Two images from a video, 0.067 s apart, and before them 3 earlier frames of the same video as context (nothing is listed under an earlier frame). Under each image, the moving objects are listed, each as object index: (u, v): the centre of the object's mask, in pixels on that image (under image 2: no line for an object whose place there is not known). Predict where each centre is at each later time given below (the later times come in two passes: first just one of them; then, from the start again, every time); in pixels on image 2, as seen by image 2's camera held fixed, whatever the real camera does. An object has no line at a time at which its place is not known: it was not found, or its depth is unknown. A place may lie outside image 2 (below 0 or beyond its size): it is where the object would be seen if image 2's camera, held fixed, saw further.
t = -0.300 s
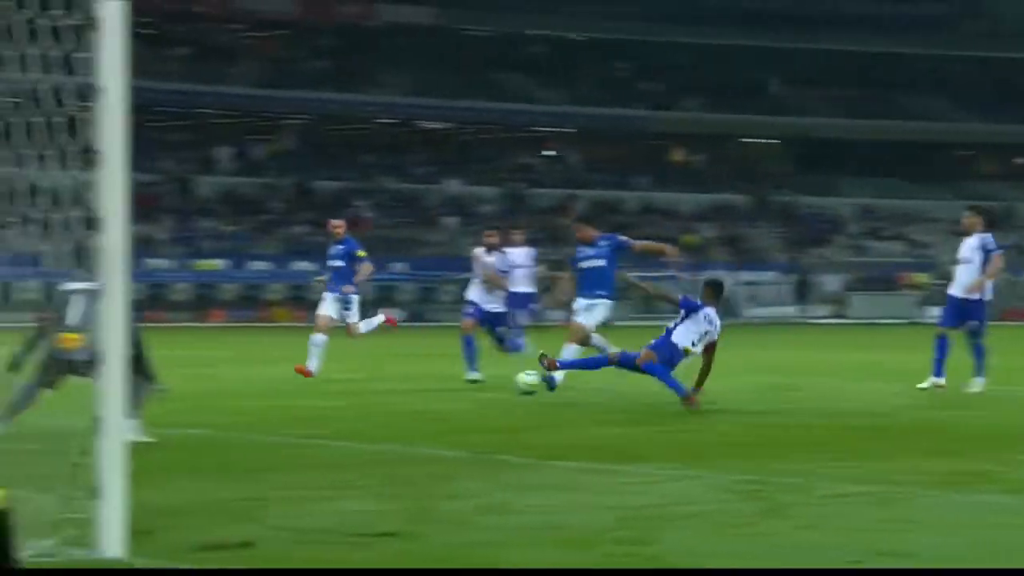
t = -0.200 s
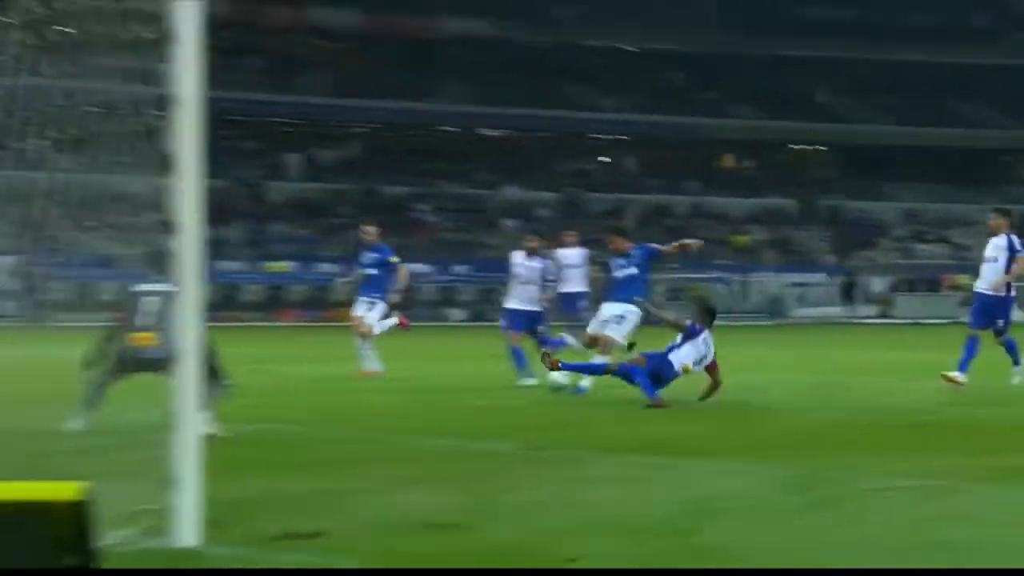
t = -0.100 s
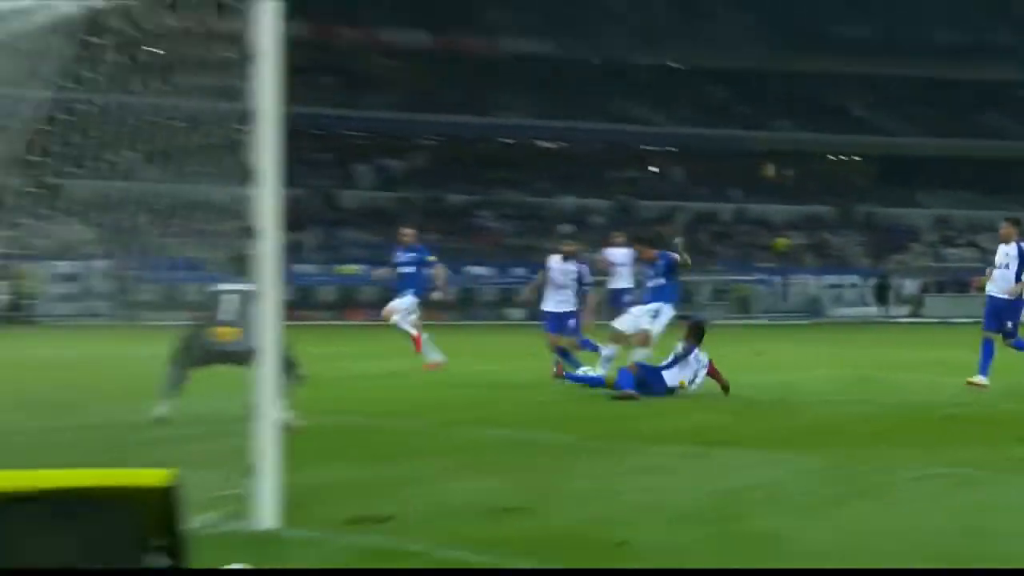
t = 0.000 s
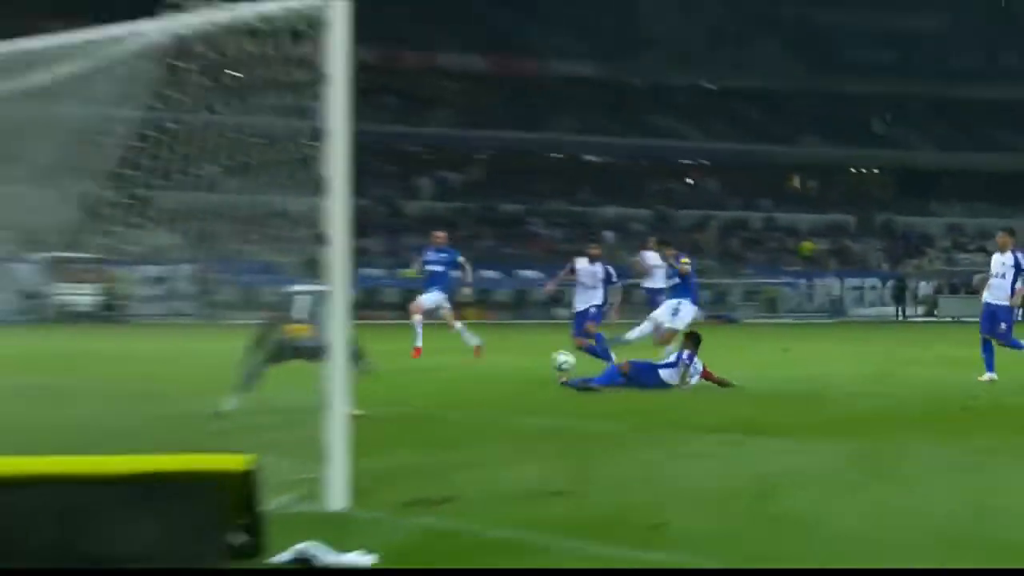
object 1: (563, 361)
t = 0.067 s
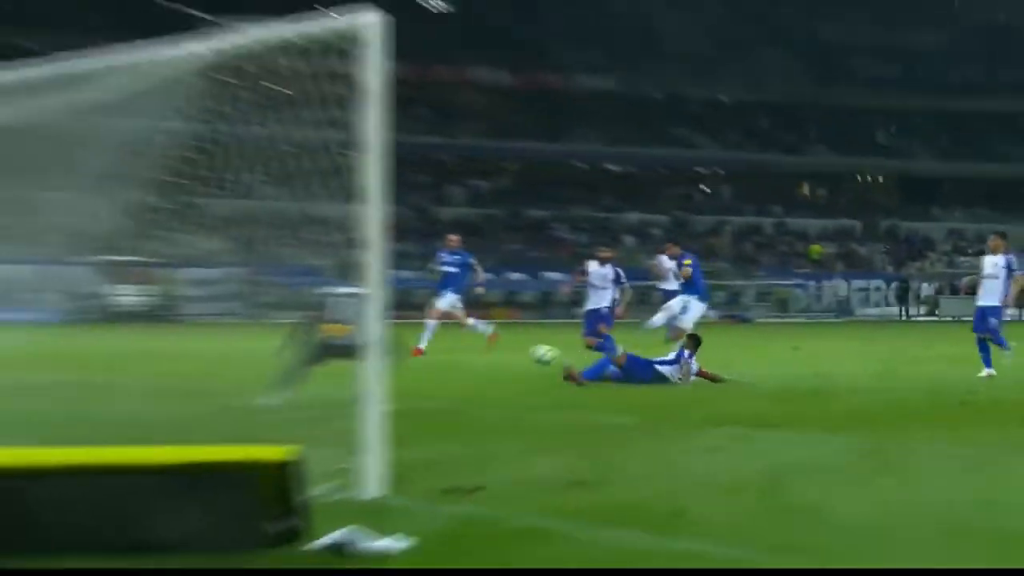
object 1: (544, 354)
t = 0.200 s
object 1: (440, 354)
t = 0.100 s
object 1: (515, 352)
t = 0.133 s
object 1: (486, 352)
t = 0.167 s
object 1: (465, 352)
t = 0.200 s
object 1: (440, 354)
